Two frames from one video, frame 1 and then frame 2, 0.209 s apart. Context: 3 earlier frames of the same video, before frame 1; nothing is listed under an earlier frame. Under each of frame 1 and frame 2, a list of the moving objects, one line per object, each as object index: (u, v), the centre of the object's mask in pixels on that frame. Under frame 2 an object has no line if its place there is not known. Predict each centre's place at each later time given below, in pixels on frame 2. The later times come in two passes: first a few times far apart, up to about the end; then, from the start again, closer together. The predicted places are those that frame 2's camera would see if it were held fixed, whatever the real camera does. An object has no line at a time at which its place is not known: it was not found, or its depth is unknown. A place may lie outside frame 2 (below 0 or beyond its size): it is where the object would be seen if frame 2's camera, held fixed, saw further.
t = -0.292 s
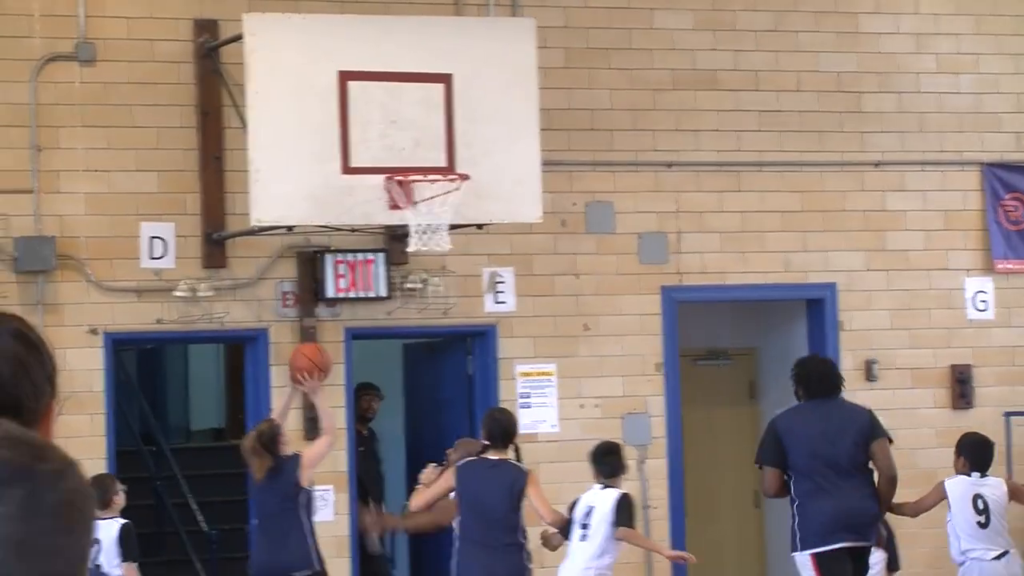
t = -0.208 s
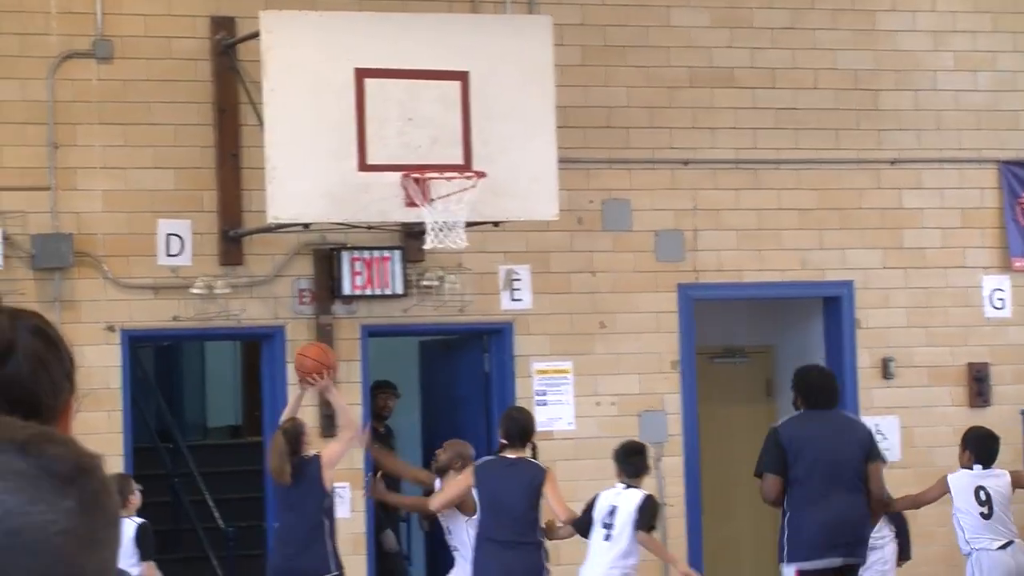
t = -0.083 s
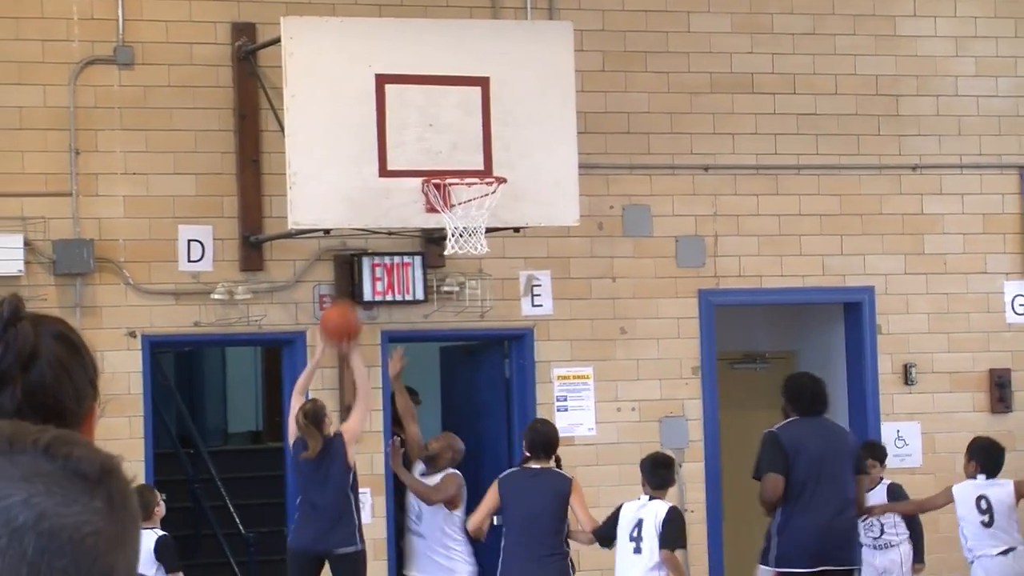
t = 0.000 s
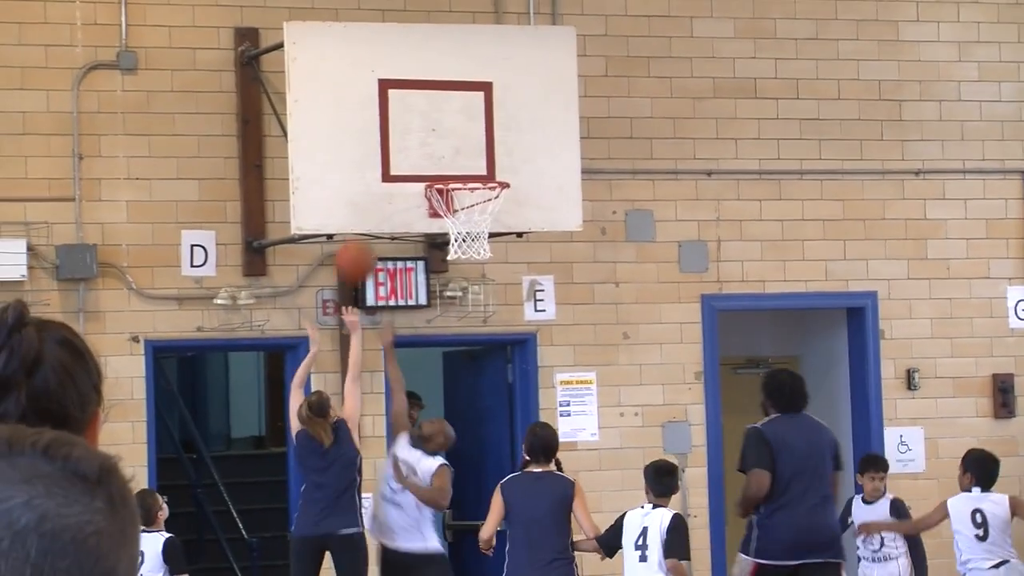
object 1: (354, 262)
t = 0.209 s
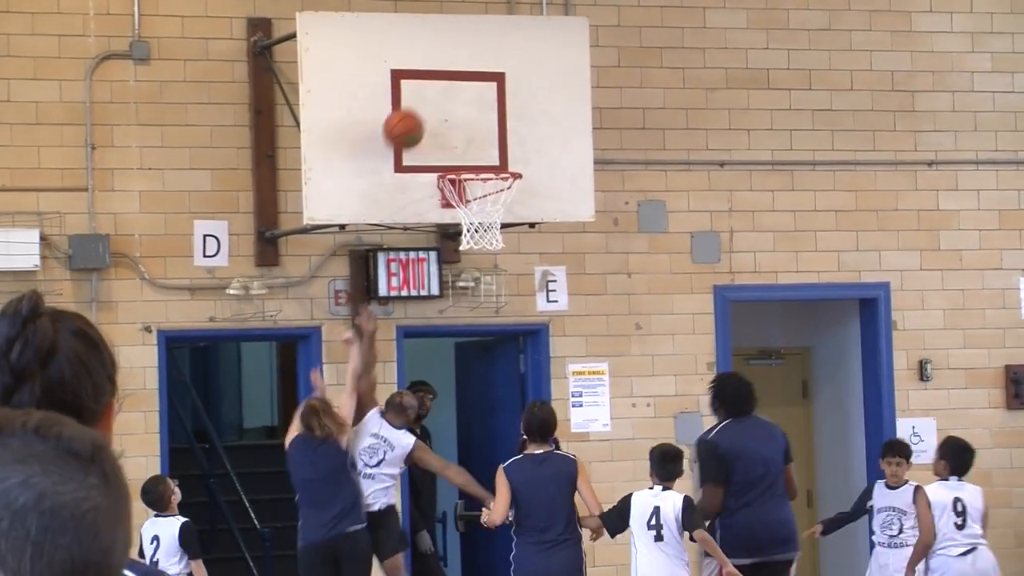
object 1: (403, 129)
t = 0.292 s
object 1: (417, 103)
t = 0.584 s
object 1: (485, 131)
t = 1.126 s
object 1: (471, 195)
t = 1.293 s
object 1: (455, 241)
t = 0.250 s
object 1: (410, 114)
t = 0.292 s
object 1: (417, 103)
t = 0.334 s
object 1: (426, 97)
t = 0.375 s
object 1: (436, 96)
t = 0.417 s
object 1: (446, 96)
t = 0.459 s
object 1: (455, 100)
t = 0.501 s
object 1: (465, 108)
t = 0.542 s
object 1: (475, 118)
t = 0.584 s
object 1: (485, 131)
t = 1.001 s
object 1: (491, 173)
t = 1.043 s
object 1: (484, 178)
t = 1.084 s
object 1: (476, 186)
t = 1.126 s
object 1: (471, 195)
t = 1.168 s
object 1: (464, 206)
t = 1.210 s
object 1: (460, 212)
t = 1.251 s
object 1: (455, 236)
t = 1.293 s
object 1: (455, 241)
